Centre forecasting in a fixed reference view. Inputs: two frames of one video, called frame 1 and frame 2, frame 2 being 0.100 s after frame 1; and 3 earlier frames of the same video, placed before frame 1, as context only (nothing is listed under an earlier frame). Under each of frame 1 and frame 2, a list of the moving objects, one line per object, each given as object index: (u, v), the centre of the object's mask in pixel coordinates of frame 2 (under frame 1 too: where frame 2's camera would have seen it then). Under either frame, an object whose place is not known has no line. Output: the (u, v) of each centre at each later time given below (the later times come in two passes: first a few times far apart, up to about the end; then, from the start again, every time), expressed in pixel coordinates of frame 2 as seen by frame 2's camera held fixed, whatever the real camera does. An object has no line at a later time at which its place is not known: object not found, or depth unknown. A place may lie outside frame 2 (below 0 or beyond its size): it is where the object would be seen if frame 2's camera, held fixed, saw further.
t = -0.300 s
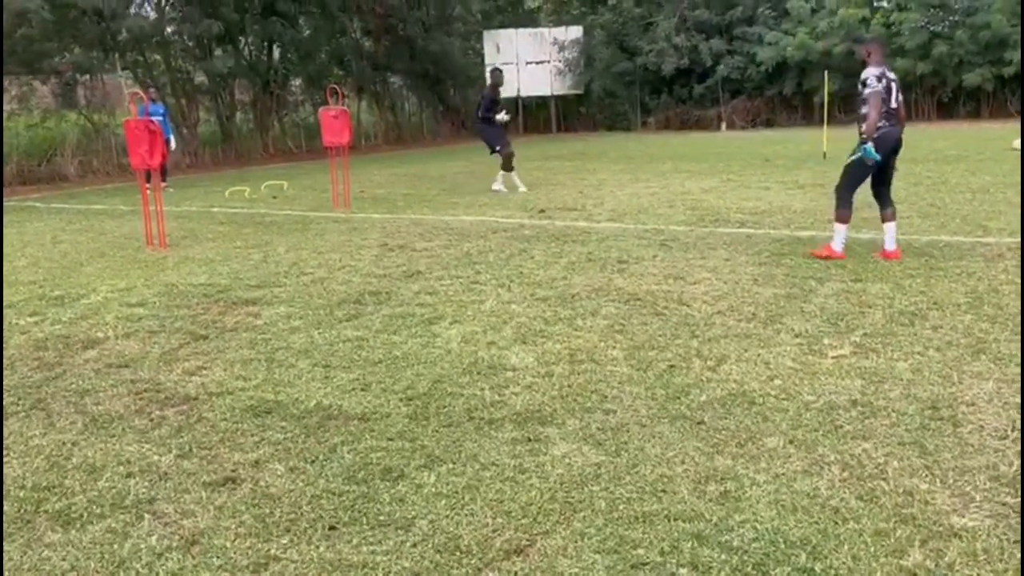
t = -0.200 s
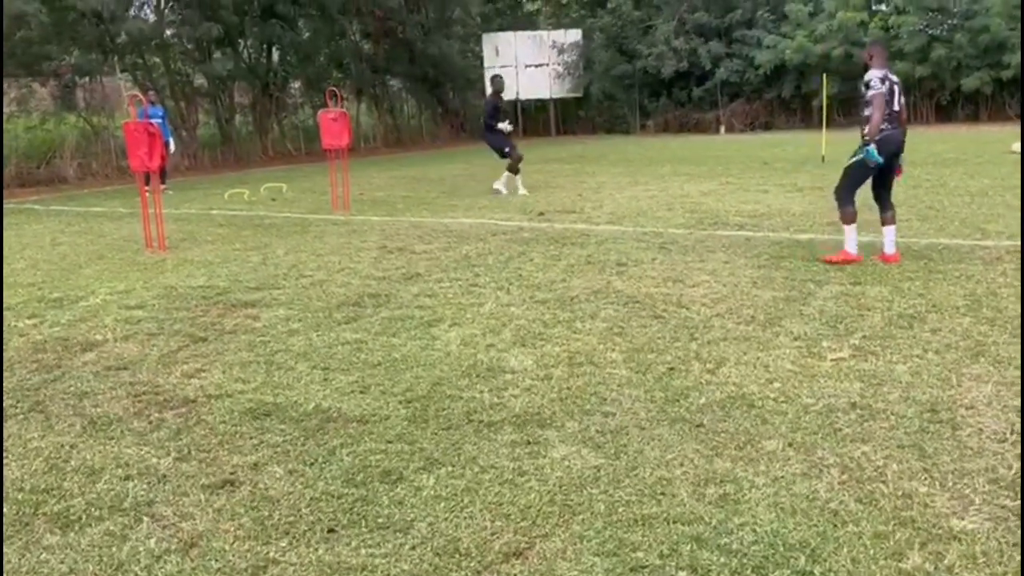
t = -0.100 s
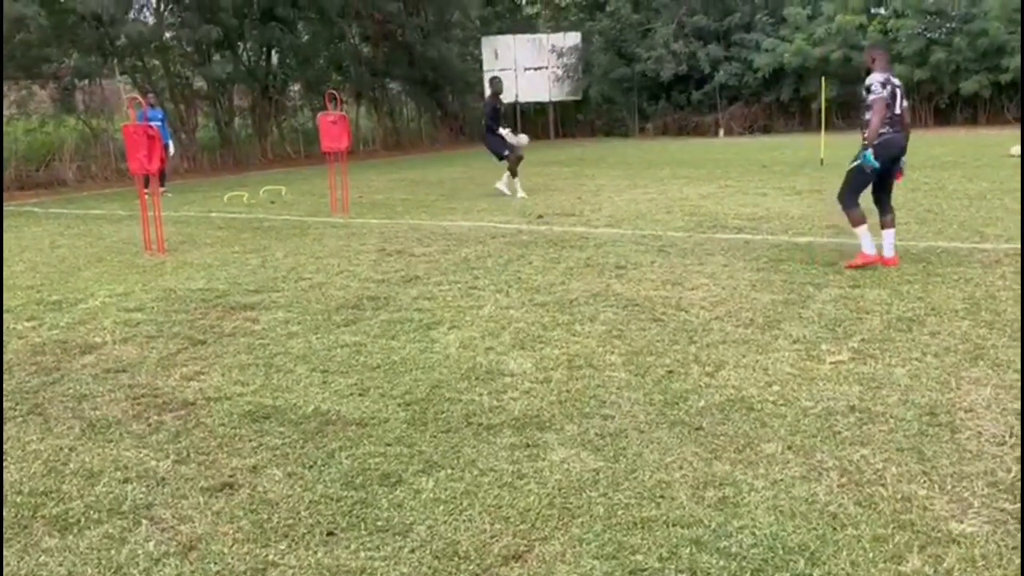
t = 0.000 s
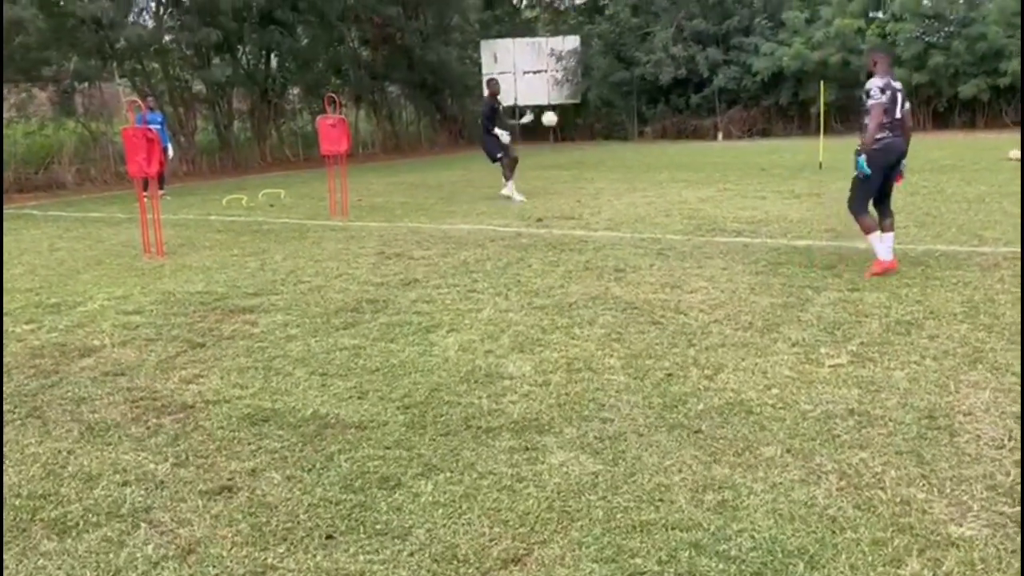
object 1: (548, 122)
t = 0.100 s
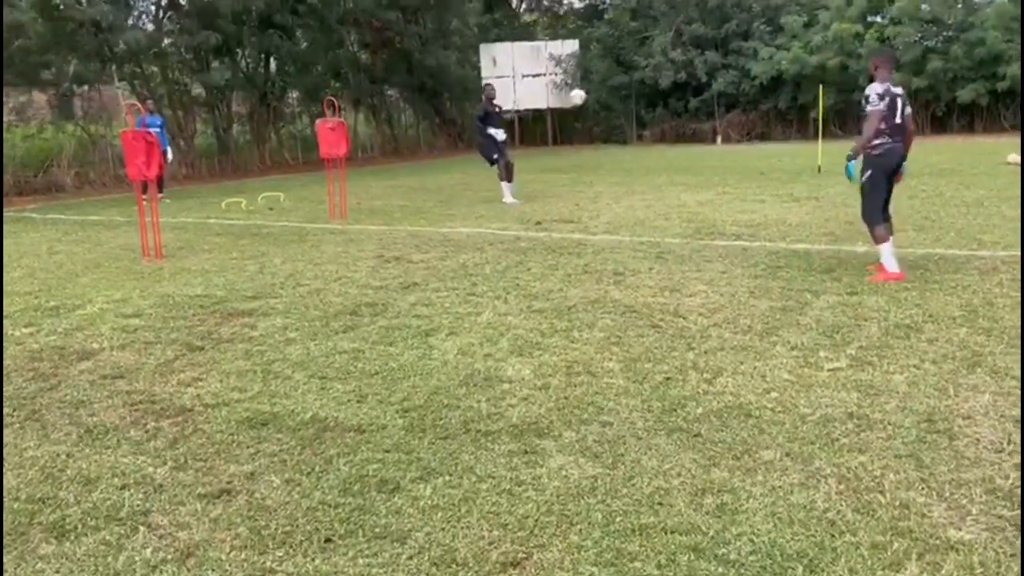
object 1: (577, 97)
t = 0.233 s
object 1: (621, 71)
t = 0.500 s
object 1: (733, 58)
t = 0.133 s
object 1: (588, 89)
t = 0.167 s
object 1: (598, 82)
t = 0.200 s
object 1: (609, 76)
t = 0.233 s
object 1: (621, 71)
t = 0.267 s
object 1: (633, 66)
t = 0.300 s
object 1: (646, 62)
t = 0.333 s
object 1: (659, 58)
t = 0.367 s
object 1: (673, 56)
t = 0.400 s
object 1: (687, 56)
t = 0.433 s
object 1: (702, 55)
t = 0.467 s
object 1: (717, 56)
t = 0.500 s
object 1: (733, 58)
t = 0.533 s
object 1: (750, 61)
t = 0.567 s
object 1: (767, 65)
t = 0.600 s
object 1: (785, 71)
